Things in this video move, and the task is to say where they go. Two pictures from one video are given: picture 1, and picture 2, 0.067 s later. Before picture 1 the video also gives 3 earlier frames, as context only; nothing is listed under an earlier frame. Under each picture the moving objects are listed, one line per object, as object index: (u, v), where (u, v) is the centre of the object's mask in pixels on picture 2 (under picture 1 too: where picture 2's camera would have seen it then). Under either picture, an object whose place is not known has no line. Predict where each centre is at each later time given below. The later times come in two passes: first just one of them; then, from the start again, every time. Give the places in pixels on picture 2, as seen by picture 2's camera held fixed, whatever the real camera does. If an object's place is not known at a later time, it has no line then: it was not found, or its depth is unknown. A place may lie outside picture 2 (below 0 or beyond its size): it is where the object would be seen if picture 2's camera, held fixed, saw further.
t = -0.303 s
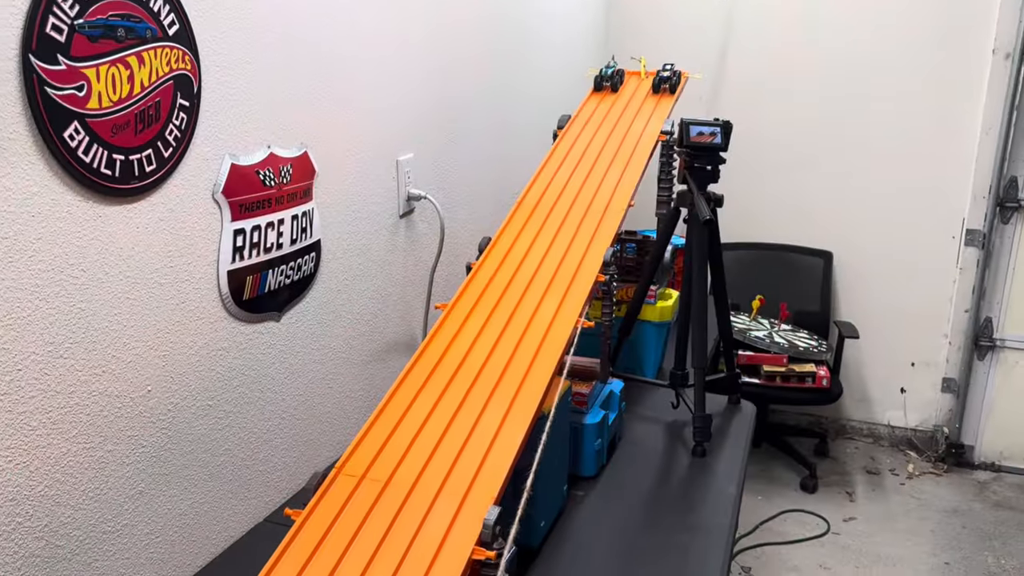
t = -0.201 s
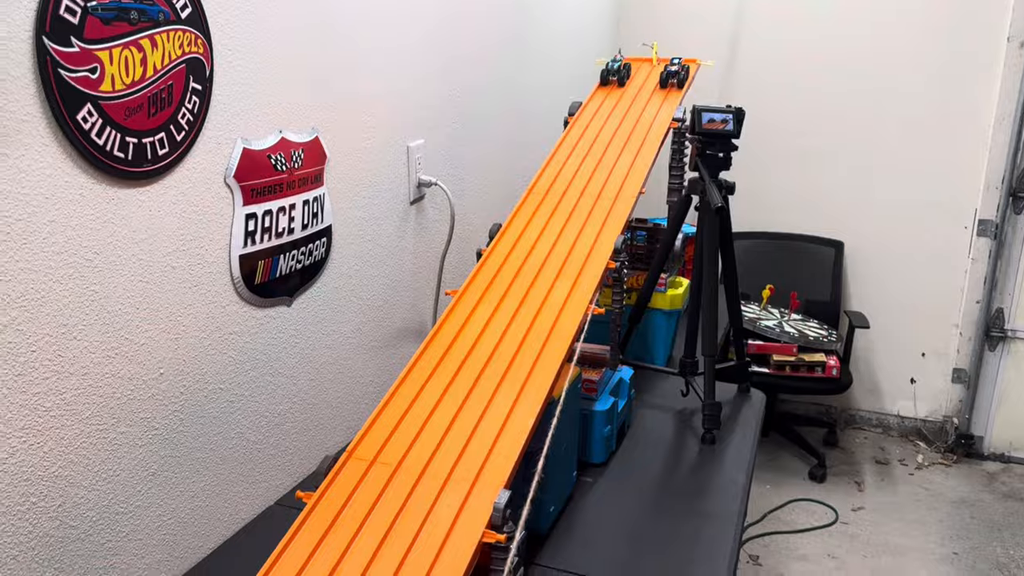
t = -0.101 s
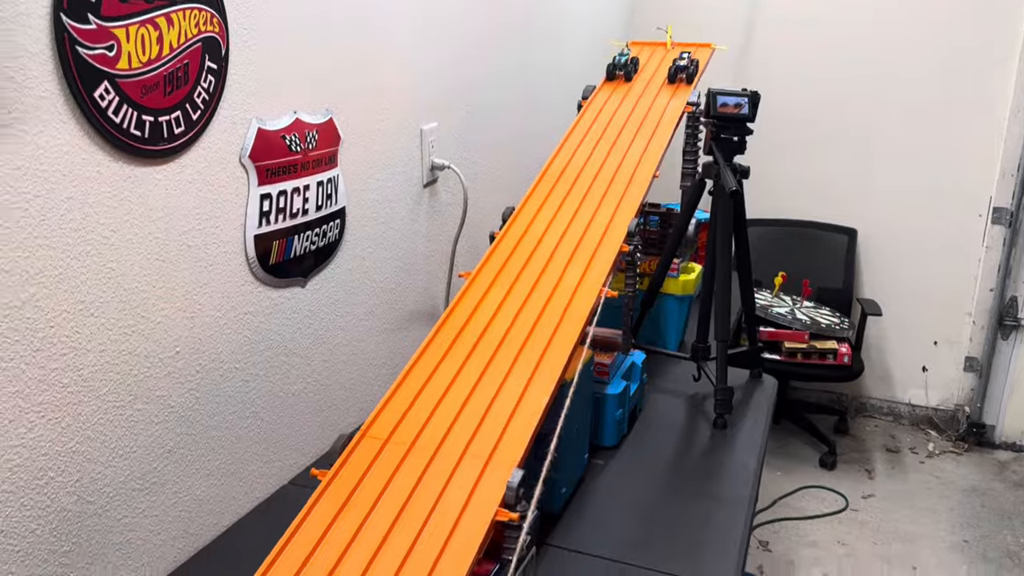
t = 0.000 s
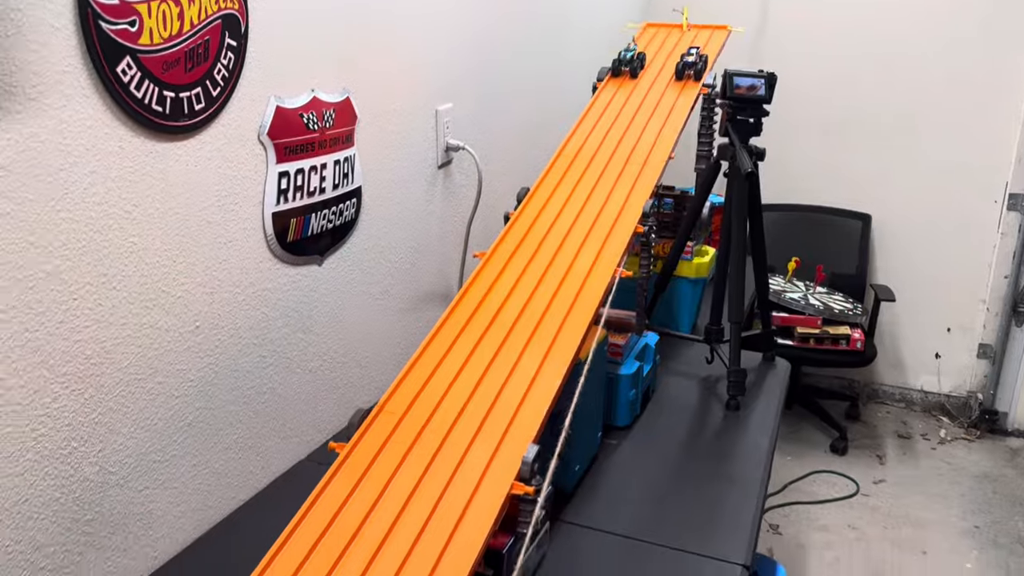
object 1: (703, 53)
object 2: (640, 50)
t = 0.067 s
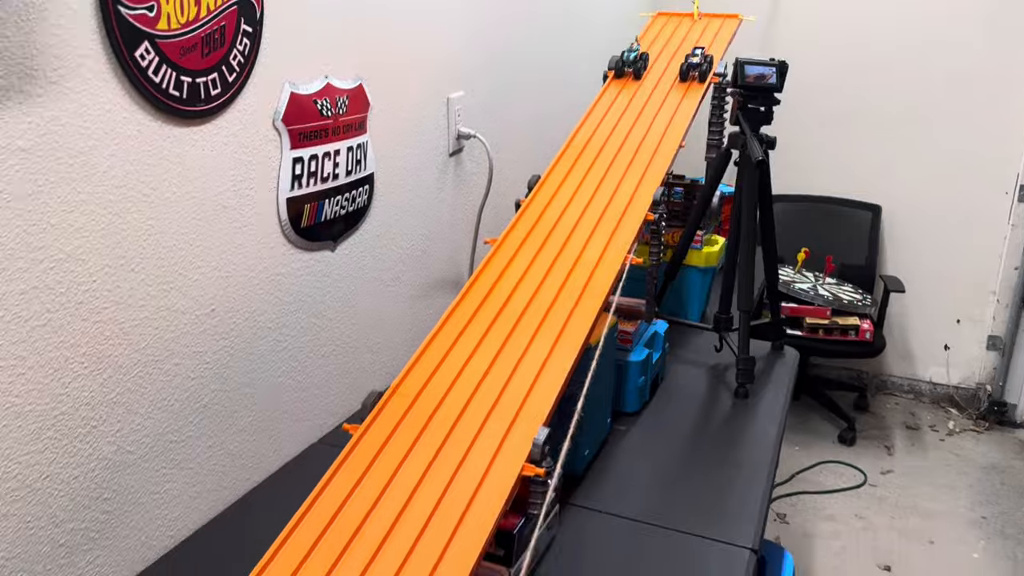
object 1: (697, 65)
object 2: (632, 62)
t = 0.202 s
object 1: (679, 97)
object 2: (611, 92)
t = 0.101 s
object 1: (692, 72)
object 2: (624, 68)
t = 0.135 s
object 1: (689, 79)
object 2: (621, 74)
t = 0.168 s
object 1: (684, 88)
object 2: (616, 81)
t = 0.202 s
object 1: (679, 97)
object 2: (611, 92)
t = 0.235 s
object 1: (674, 107)
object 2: (604, 102)
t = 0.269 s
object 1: (669, 118)
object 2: (597, 113)
